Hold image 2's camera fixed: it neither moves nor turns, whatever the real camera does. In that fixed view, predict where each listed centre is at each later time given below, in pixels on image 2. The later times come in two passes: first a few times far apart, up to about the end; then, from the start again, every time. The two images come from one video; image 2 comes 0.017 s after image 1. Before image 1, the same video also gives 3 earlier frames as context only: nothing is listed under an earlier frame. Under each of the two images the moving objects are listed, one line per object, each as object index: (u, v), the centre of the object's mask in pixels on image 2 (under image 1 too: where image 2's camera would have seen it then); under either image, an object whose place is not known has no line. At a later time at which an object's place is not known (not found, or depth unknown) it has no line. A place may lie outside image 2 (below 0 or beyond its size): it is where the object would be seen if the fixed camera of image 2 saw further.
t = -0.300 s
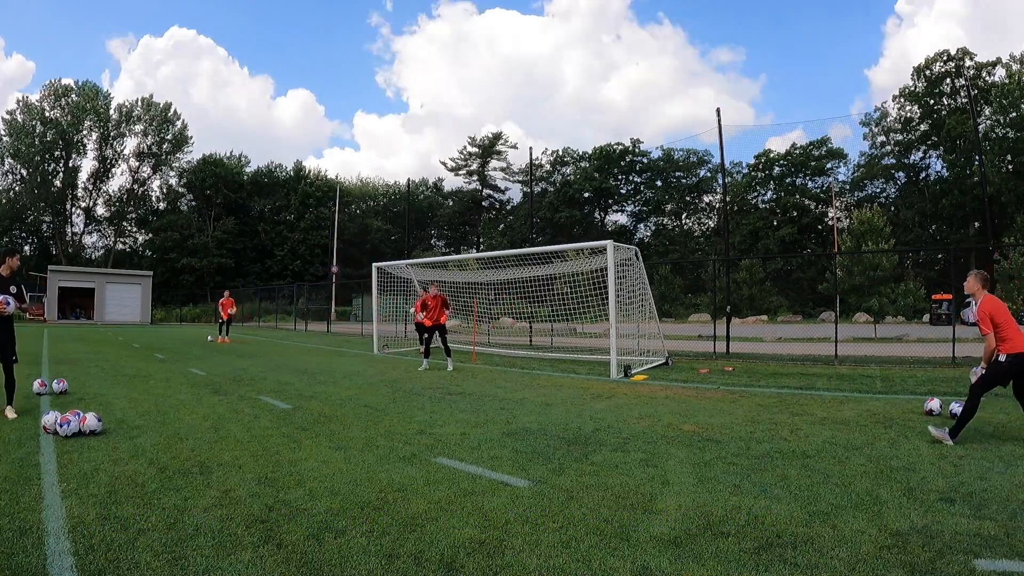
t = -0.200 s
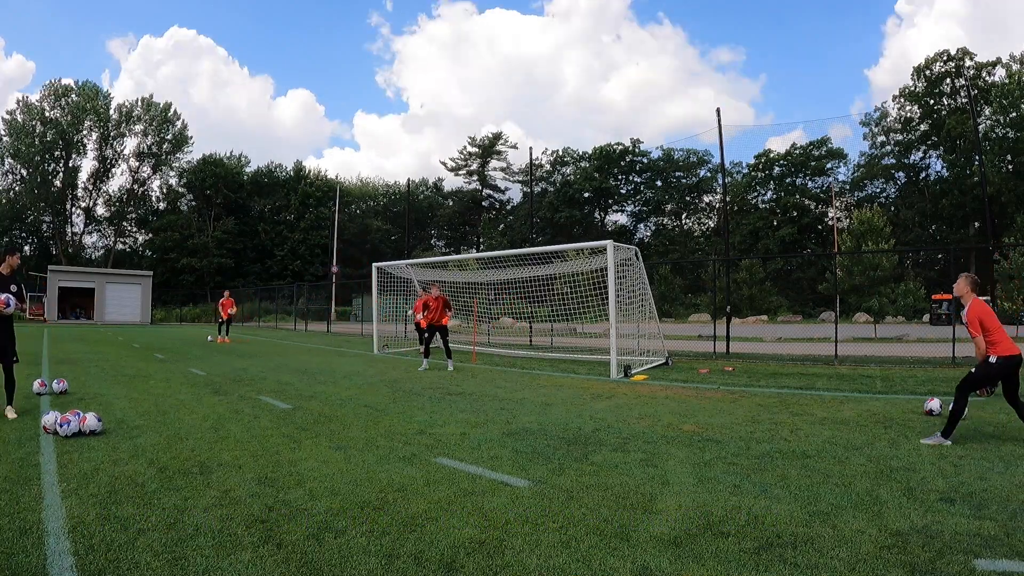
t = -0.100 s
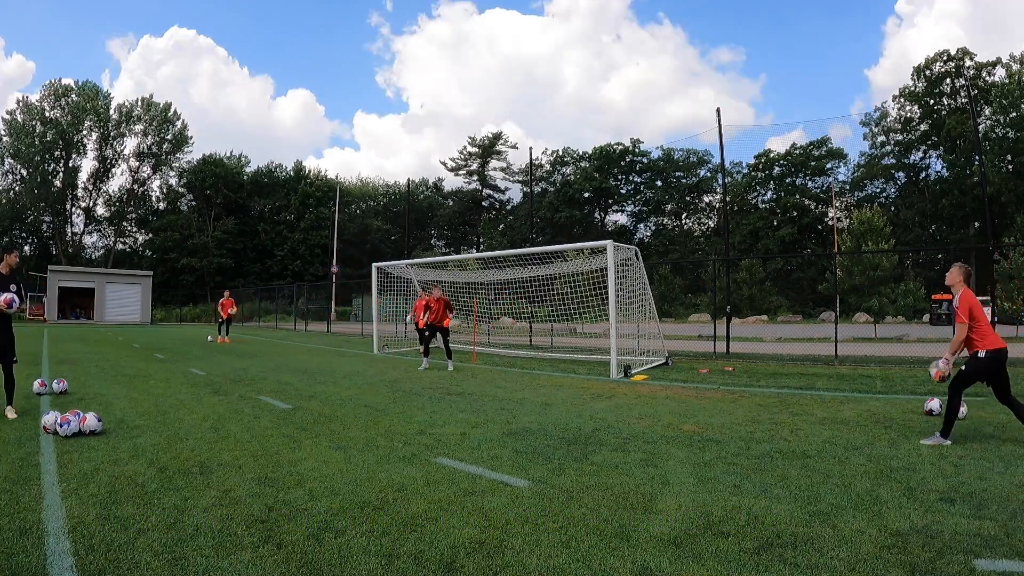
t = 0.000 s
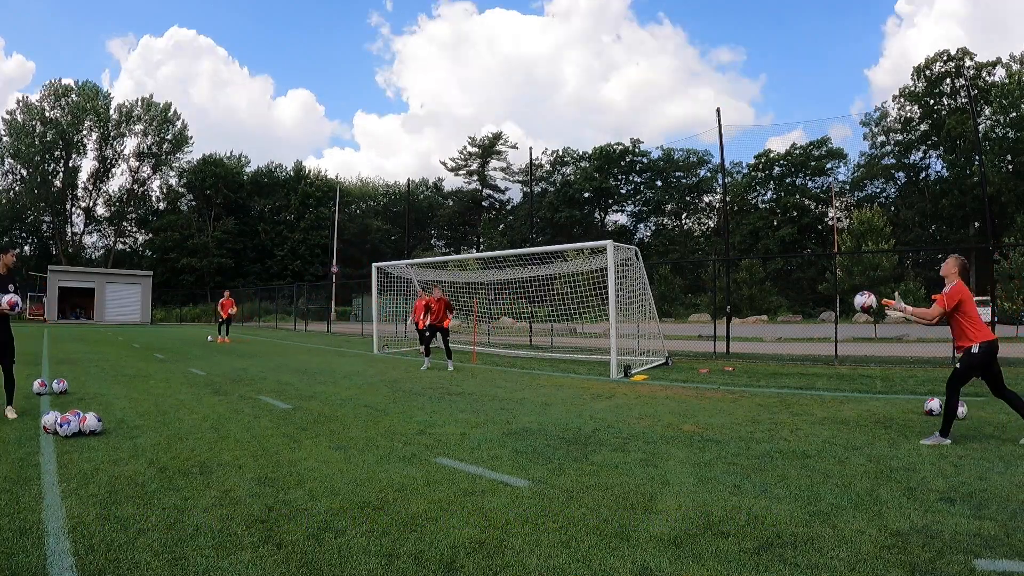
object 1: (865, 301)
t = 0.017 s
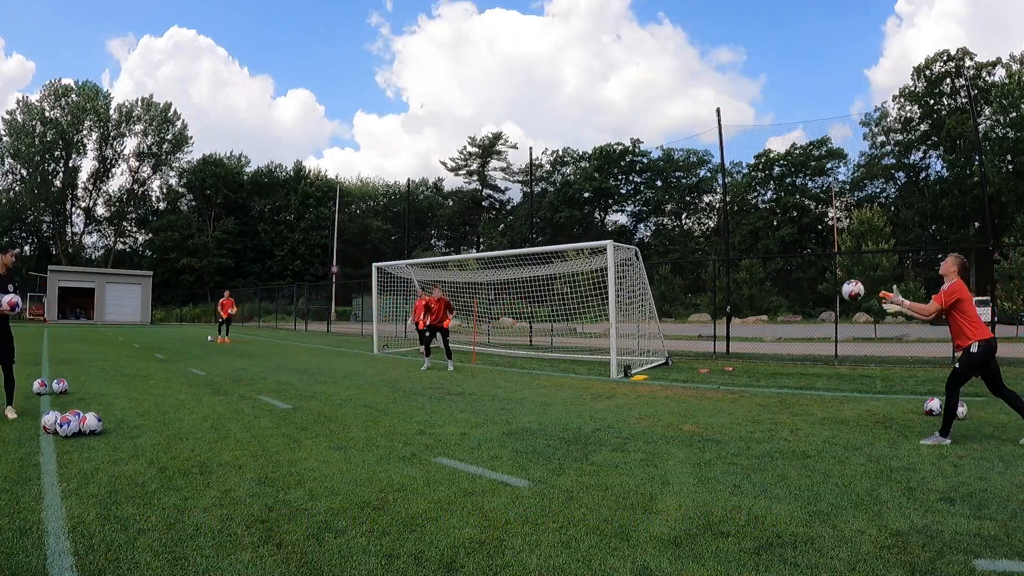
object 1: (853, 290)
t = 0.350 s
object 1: (647, 157)
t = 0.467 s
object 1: (595, 146)
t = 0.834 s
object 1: (475, 172)
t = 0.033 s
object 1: (841, 279)
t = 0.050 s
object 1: (829, 269)
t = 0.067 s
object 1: (817, 258)
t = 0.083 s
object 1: (805, 249)
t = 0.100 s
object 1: (794, 240)
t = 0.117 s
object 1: (782, 231)
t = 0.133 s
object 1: (771, 223)
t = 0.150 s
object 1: (761, 216)
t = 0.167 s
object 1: (750, 209)
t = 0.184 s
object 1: (739, 202)
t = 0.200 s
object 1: (730, 195)
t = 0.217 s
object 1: (718, 190)
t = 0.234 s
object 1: (709, 184)
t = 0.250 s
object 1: (700, 179)
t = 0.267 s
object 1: (690, 175)
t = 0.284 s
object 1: (681, 171)
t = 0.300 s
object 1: (672, 167)
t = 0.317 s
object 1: (664, 163)
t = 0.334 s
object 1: (656, 160)
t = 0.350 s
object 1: (647, 157)
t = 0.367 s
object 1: (639, 155)
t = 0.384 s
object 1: (632, 153)
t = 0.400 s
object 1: (623, 151)
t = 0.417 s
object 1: (616, 149)
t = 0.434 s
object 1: (609, 148)
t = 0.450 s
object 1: (601, 146)
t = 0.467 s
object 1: (595, 146)
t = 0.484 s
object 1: (588, 146)
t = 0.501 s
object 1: (581, 145)
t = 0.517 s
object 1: (575, 145)
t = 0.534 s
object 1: (568, 145)
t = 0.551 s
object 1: (562, 145)
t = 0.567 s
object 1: (556, 146)
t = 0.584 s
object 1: (550, 147)
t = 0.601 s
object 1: (545, 147)
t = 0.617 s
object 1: (539, 148)
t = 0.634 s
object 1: (533, 149)
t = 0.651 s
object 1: (528, 150)
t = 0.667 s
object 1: (523, 152)
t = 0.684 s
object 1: (517, 153)
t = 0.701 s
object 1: (512, 154)
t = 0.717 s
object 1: (507, 157)
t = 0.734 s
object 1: (502, 159)
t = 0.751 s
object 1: (498, 161)
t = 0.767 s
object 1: (494, 163)
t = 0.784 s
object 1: (488, 164)
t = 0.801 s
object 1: (484, 166)
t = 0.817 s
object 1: (480, 169)
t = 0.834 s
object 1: (475, 172)
